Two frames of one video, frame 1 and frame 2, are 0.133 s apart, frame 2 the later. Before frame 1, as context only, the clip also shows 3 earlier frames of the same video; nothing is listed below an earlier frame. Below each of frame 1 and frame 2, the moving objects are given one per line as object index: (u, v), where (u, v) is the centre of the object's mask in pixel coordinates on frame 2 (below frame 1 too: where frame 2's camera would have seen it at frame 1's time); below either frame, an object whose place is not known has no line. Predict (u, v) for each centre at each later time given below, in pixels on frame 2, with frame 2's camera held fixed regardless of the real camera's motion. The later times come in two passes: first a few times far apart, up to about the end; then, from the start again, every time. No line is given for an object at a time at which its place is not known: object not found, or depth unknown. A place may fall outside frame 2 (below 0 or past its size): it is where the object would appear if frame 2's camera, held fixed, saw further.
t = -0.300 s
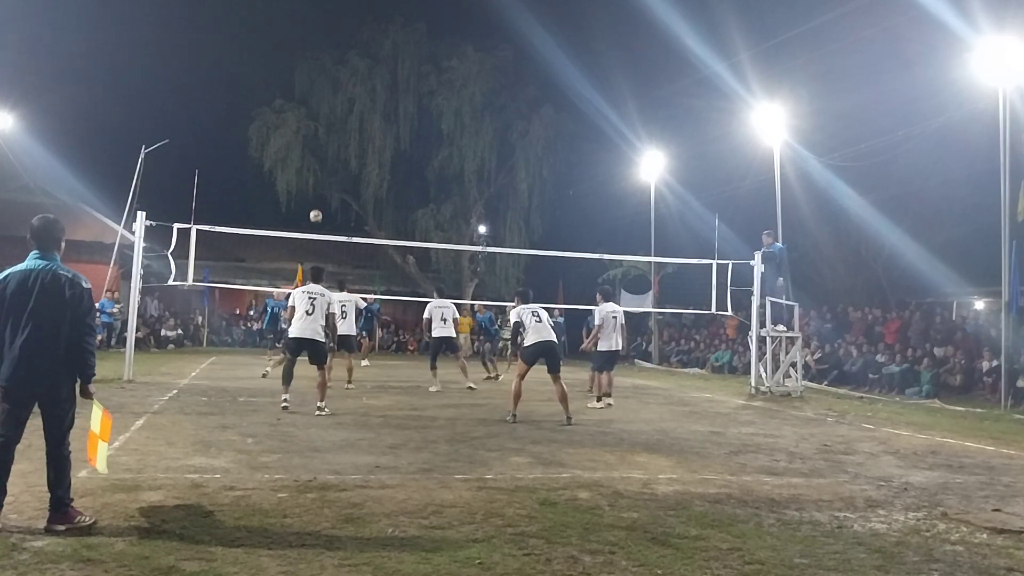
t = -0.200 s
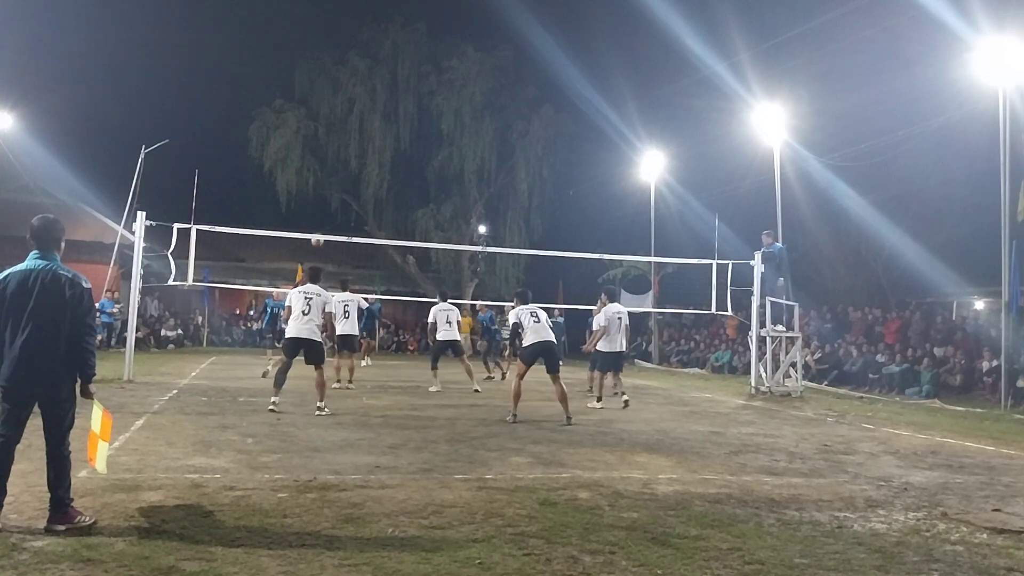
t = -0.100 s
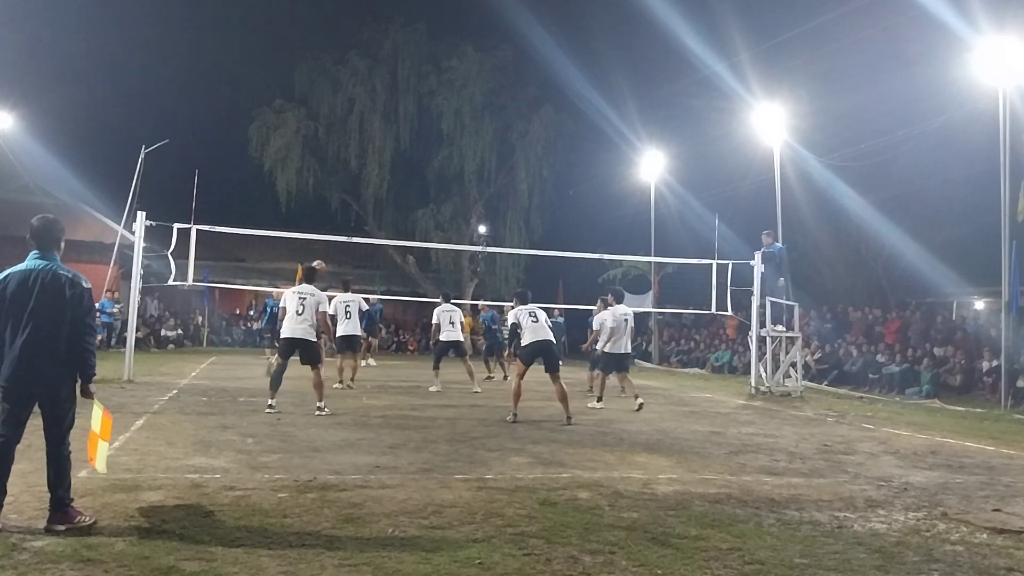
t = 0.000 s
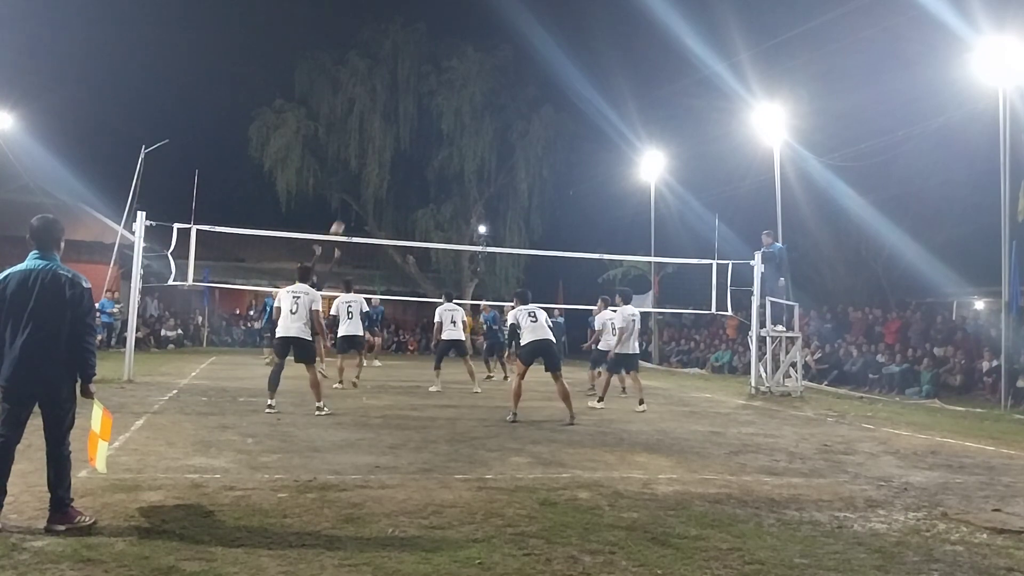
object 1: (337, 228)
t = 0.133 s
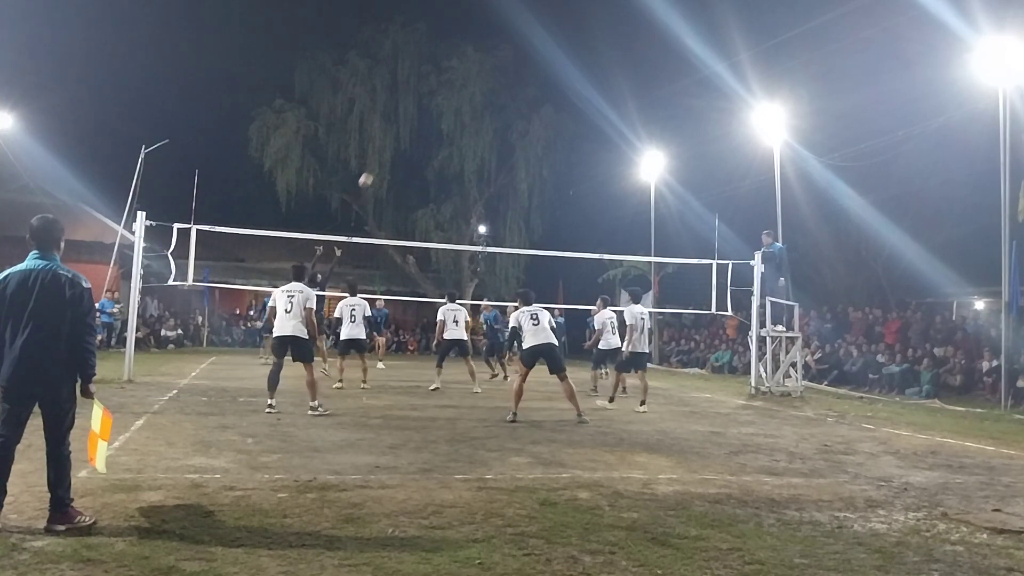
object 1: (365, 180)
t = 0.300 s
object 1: (399, 134)
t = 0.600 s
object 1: (456, 90)
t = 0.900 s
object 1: (508, 96)
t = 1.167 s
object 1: (550, 139)
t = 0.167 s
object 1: (373, 169)
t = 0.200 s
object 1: (379, 159)
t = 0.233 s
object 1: (386, 151)
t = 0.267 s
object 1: (393, 142)
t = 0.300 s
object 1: (399, 134)
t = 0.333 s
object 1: (406, 127)
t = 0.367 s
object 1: (412, 120)
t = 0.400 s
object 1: (419, 113)
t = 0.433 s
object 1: (425, 108)
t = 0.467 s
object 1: (431, 104)
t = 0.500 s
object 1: (437, 99)
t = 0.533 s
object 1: (443, 96)
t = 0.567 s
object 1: (450, 93)
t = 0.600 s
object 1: (456, 90)
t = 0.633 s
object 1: (462, 89)
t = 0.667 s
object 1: (467, 87)
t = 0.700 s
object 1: (473, 87)
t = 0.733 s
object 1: (479, 87)
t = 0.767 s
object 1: (485, 87)
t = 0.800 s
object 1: (491, 89)
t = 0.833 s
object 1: (496, 91)
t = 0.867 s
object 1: (502, 93)
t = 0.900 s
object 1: (508, 96)
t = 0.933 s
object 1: (513, 99)
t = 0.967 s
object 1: (518, 103)
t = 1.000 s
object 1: (524, 108)
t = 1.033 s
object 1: (529, 113)
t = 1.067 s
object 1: (534, 118)
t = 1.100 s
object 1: (540, 125)
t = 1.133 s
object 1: (545, 132)
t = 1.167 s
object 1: (550, 139)
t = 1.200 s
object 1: (555, 146)
